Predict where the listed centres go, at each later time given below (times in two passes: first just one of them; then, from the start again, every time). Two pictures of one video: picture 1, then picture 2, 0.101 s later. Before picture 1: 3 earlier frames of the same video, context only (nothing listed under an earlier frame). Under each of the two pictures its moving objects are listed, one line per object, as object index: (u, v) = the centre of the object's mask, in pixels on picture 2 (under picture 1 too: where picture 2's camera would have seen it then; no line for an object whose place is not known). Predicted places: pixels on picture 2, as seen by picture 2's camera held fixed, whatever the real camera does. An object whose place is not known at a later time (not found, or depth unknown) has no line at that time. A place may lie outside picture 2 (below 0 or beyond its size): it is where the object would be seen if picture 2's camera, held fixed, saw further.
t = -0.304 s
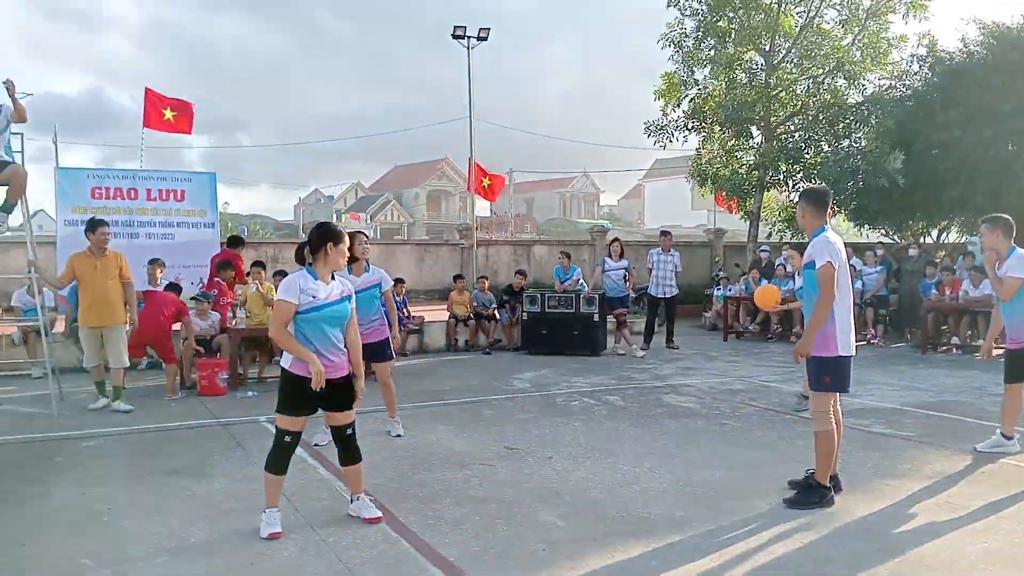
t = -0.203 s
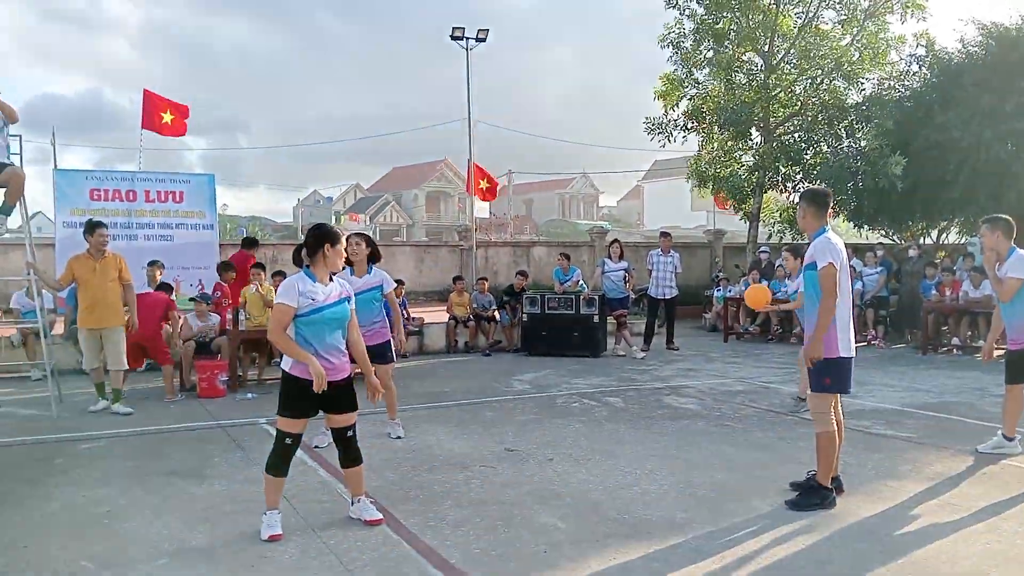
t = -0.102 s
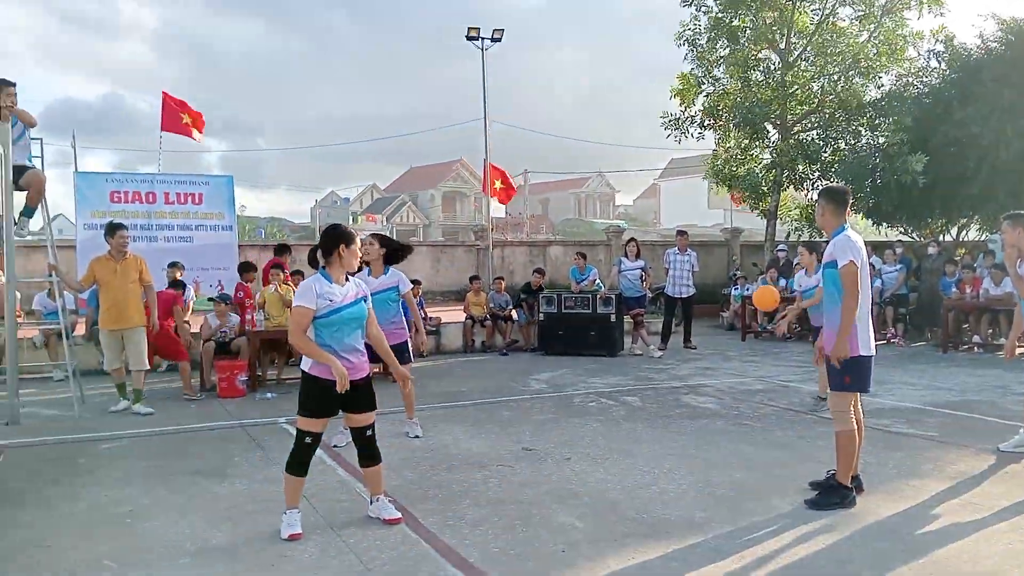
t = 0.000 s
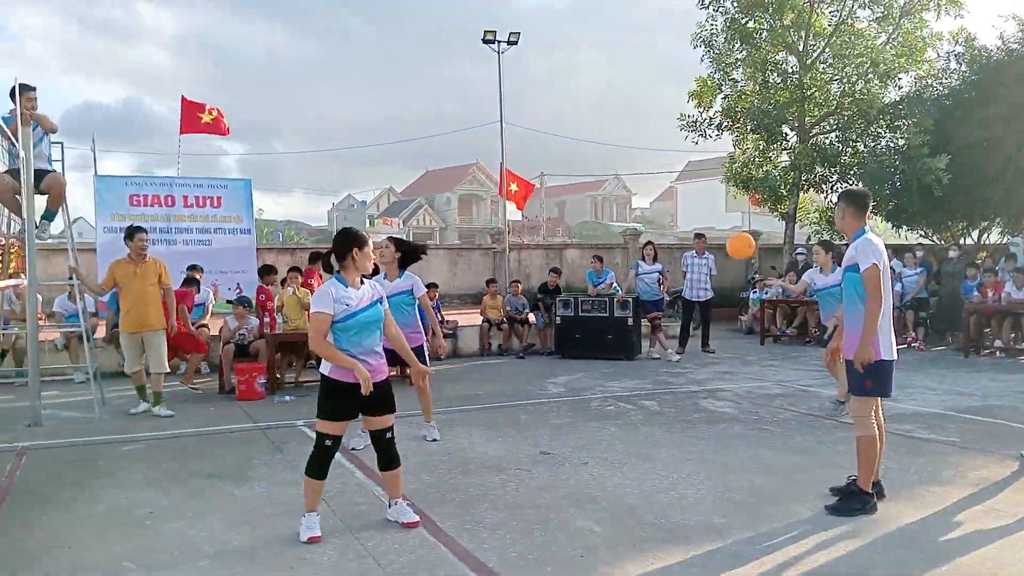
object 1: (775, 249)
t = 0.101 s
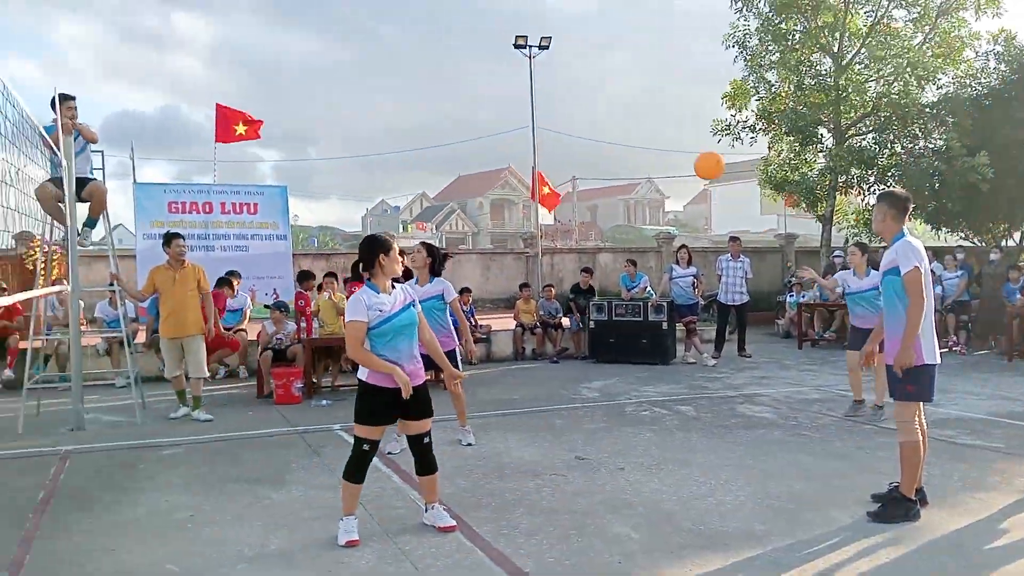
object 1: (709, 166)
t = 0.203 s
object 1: (638, 91)
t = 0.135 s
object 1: (686, 140)
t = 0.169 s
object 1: (662, 115)
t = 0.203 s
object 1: (638, 91)
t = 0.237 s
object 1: (614, 68)
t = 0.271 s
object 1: (589, 45)
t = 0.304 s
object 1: (564, 22)
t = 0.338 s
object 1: (538, 0)
